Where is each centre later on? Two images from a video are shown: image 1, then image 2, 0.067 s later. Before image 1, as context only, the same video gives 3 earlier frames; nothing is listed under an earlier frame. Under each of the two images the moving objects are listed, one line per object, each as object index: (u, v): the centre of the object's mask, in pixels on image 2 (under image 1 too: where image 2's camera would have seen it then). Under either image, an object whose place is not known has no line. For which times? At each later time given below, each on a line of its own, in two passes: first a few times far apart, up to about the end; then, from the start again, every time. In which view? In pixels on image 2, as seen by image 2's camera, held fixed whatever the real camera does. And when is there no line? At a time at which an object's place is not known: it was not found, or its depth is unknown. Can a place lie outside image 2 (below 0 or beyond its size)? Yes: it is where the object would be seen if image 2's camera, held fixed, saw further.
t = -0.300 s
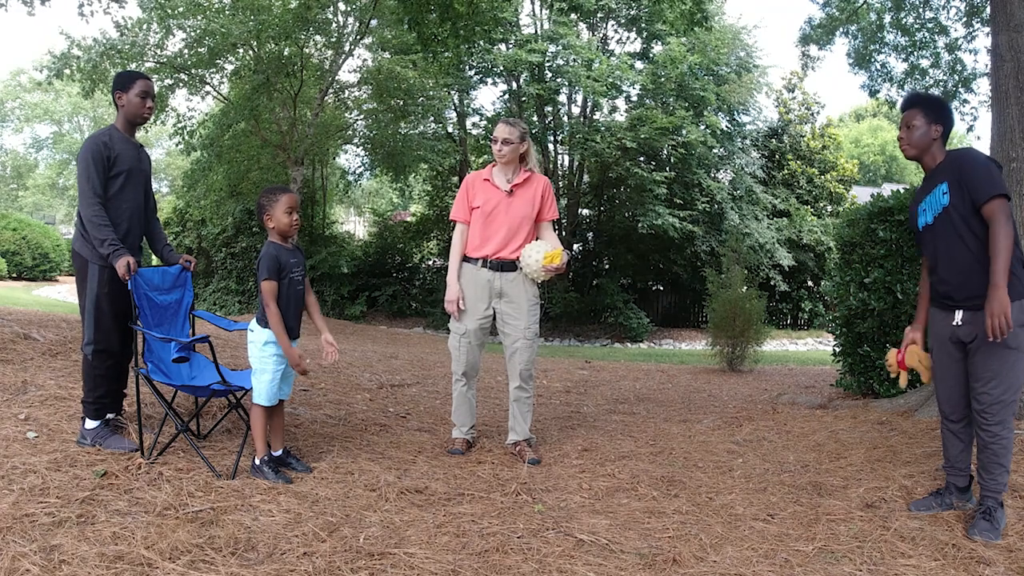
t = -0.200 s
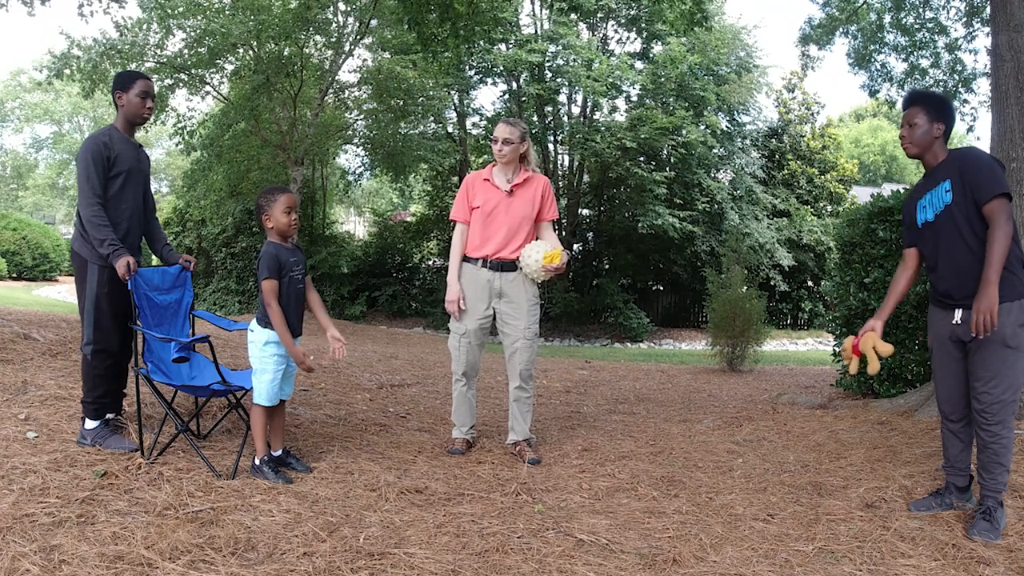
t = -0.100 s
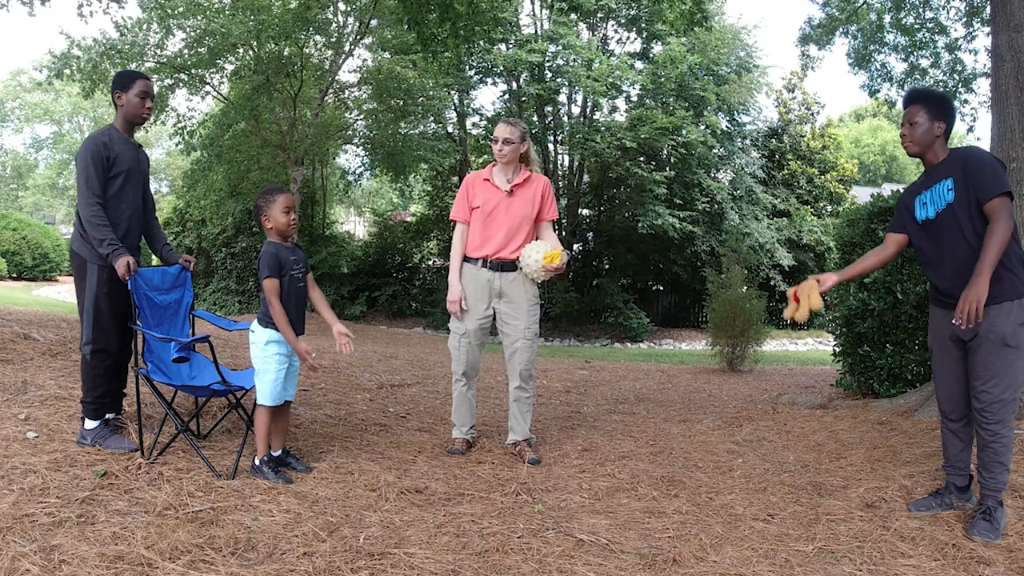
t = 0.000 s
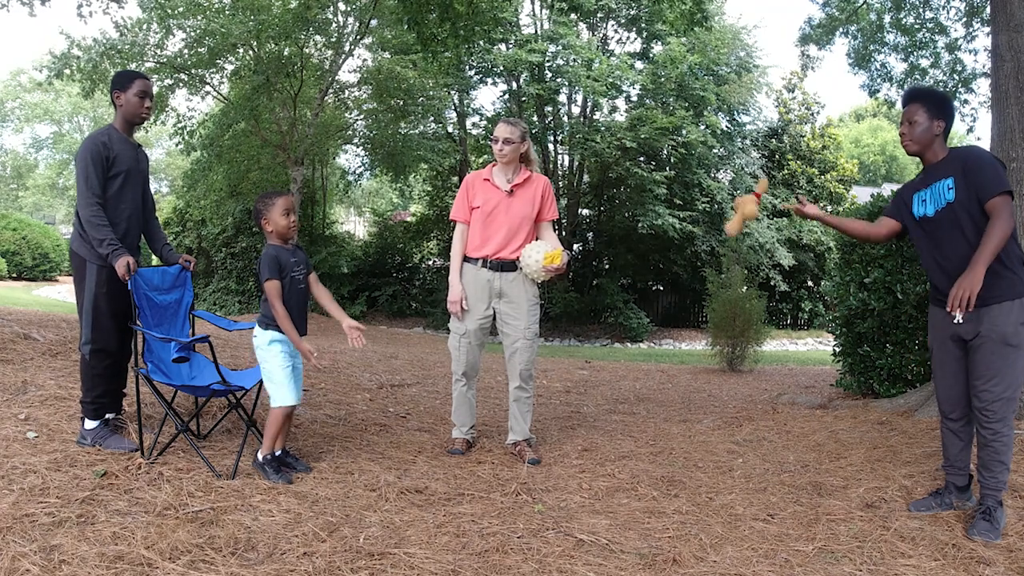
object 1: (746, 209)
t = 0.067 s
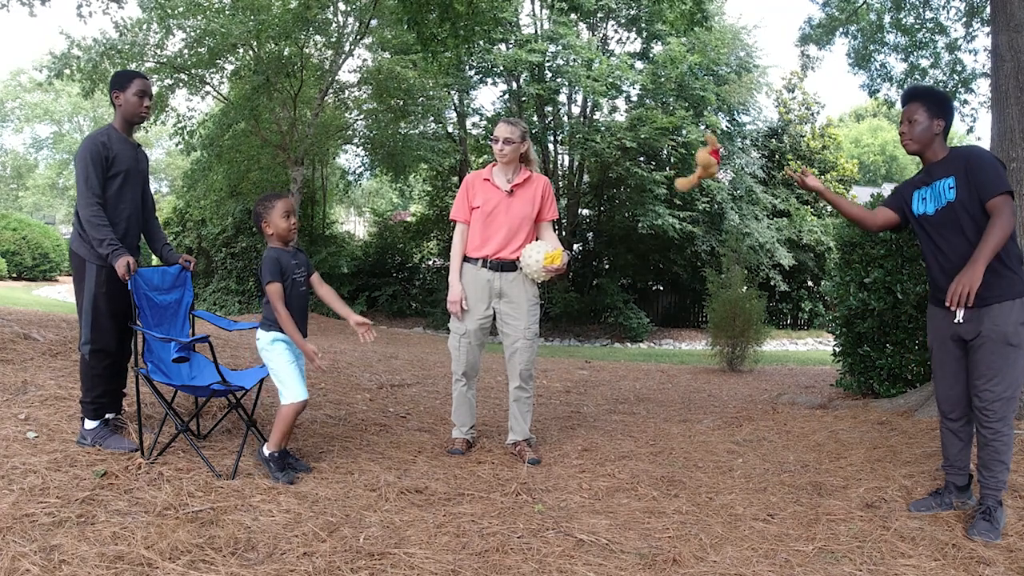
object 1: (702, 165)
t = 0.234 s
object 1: (594, 102)
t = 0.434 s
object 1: (461, 115)
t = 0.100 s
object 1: (681, 146)
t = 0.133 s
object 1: (659, 131)
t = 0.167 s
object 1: (639, 118)
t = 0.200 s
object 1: (616, 108)
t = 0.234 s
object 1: (594, 102)
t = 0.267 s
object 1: (572, 97)
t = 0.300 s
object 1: (550, 95)
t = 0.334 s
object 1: (529, 95)
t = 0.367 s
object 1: (507, 98)
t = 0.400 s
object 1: (484, 106)
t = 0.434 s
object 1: (461, 115)
